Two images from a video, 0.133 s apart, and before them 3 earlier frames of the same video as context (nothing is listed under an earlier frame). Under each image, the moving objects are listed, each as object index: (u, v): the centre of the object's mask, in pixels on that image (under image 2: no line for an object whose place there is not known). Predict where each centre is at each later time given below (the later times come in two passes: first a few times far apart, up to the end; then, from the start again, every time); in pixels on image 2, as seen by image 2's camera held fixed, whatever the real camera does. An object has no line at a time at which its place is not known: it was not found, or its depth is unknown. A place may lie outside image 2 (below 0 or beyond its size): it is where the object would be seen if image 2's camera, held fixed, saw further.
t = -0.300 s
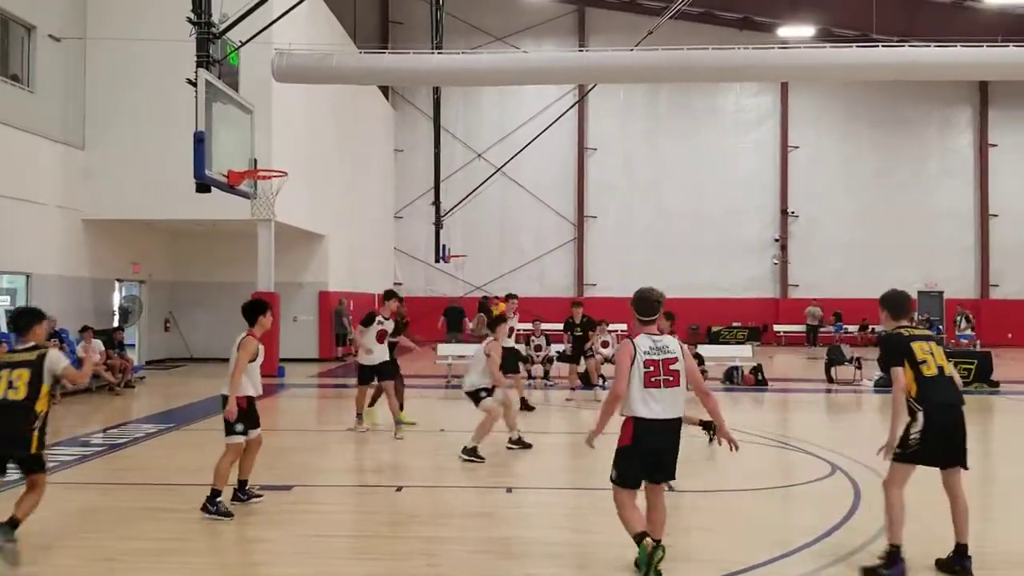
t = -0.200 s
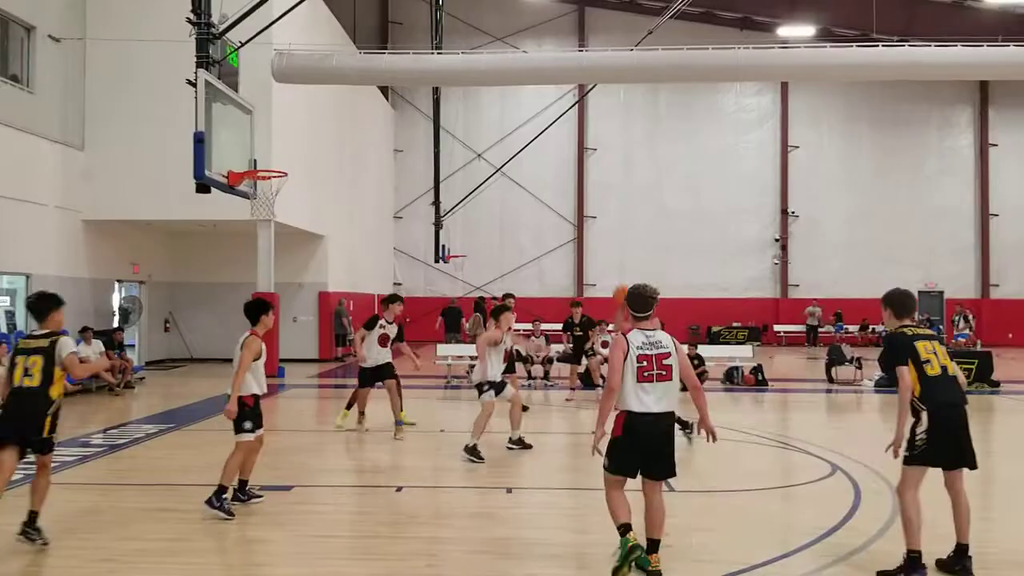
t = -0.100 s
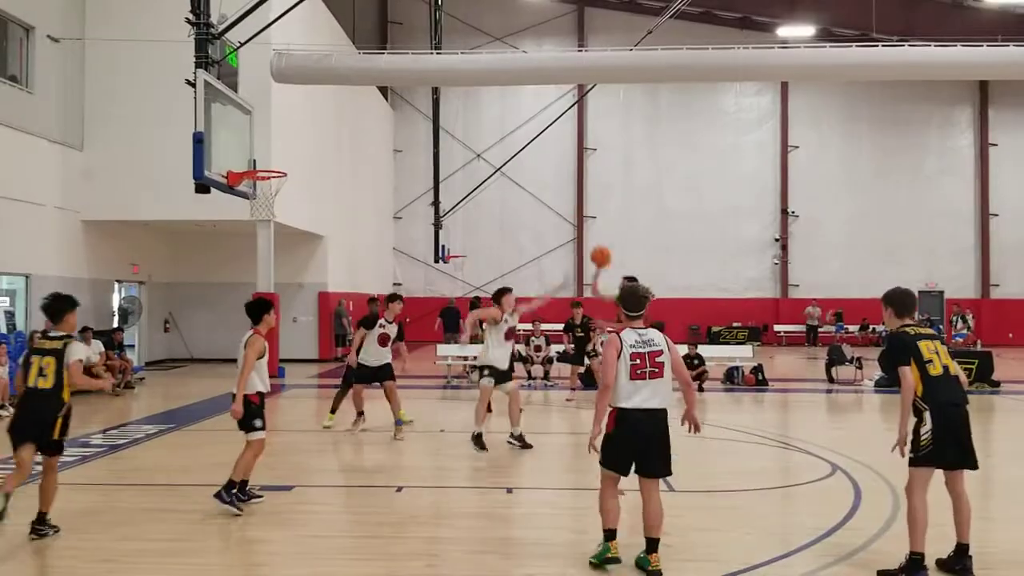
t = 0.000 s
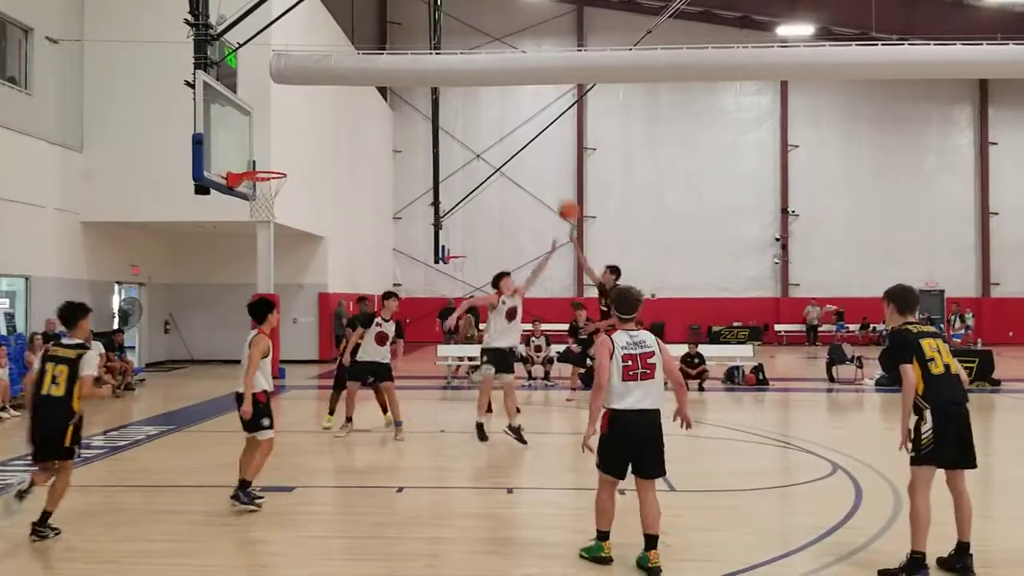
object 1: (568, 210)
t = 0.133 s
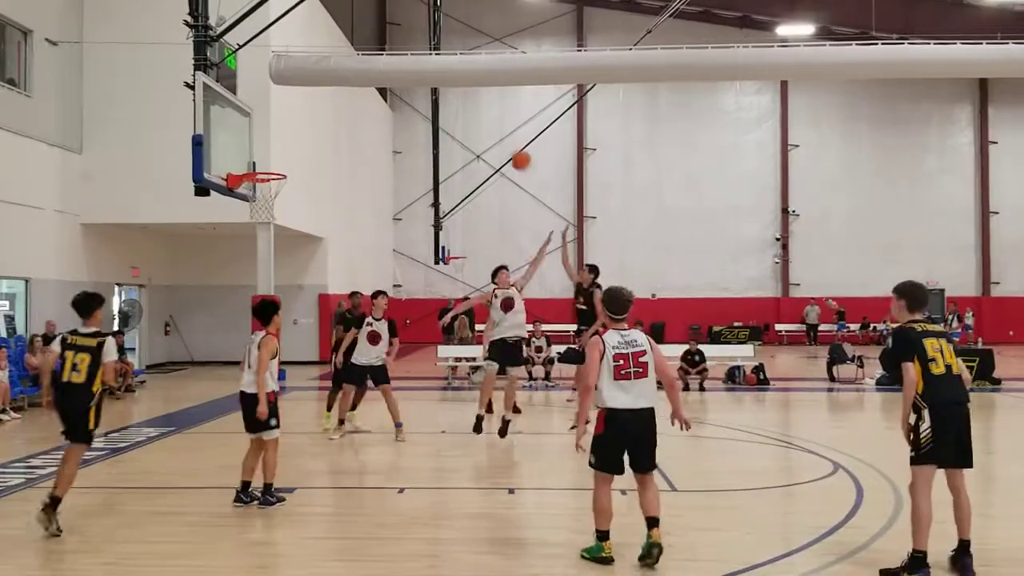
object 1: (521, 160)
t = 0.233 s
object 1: (484, 131)
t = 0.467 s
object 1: (400, 95)
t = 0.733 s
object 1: (299, 112)
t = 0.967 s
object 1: (241, 163)
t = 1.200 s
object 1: (232, 149)
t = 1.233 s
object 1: (231, 151)
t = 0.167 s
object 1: (508, 150)
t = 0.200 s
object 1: (496, 140)
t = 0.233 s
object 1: (484, 131)
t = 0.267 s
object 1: (472, 123)
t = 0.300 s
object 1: (460, 116)
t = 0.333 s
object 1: (448, 111)
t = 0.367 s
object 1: (436, 106)
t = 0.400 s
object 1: (423, 101)
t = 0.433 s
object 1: (412, 98)
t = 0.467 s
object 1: (400, 95)
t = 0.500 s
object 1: (388, 94)
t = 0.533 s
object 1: (374, 95)
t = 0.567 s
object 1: (362, 96)
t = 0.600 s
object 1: (349, 96)
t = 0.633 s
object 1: (337, 99)
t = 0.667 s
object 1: (324, 102)
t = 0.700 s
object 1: (311, 107)
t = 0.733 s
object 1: (299, 112)
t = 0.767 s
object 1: (286, 119)
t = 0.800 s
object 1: (273, 127)
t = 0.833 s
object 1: (260, 136)
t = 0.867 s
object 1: (247, 145)
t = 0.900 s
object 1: (234, 156)
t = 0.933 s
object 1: (240, 164)
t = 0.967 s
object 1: (241, 163)
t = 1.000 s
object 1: (240, 158)
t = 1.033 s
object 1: (239, 154)
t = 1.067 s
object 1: (238, 151)
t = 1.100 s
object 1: (237, 149)
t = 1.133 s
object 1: (235, 148)
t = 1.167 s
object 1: (234, 148)
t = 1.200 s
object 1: (232, 149)
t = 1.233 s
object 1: (231, 151)
